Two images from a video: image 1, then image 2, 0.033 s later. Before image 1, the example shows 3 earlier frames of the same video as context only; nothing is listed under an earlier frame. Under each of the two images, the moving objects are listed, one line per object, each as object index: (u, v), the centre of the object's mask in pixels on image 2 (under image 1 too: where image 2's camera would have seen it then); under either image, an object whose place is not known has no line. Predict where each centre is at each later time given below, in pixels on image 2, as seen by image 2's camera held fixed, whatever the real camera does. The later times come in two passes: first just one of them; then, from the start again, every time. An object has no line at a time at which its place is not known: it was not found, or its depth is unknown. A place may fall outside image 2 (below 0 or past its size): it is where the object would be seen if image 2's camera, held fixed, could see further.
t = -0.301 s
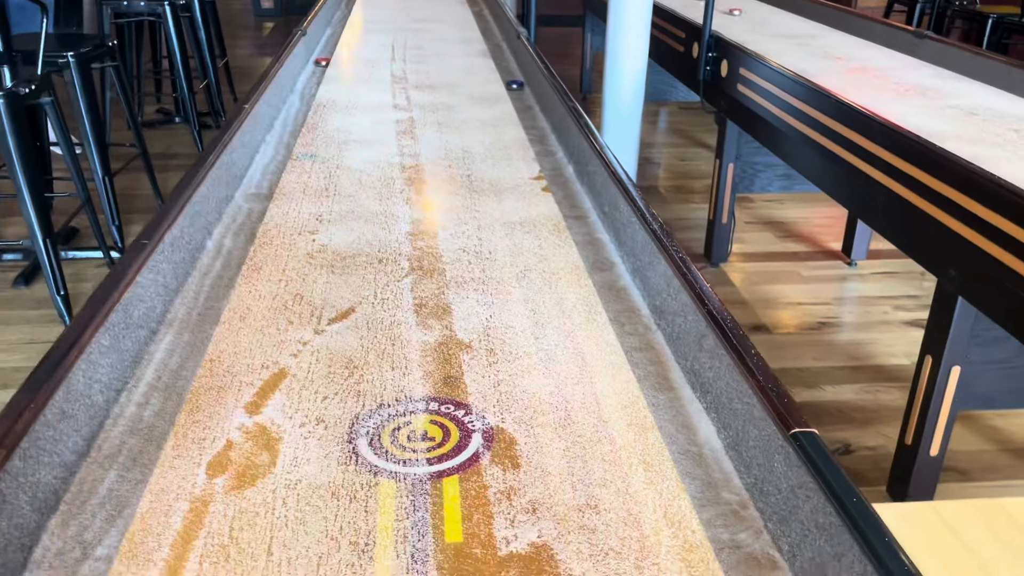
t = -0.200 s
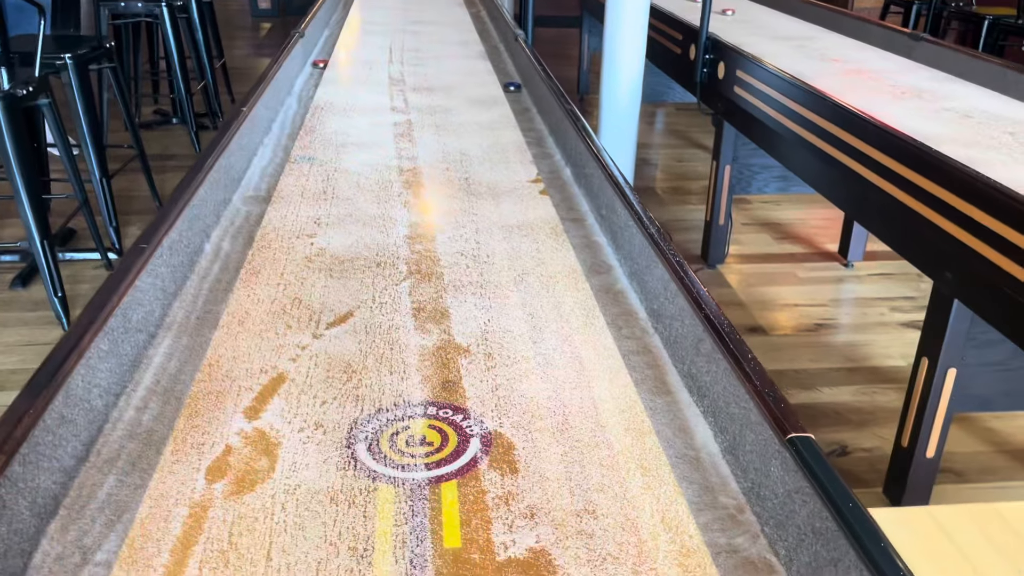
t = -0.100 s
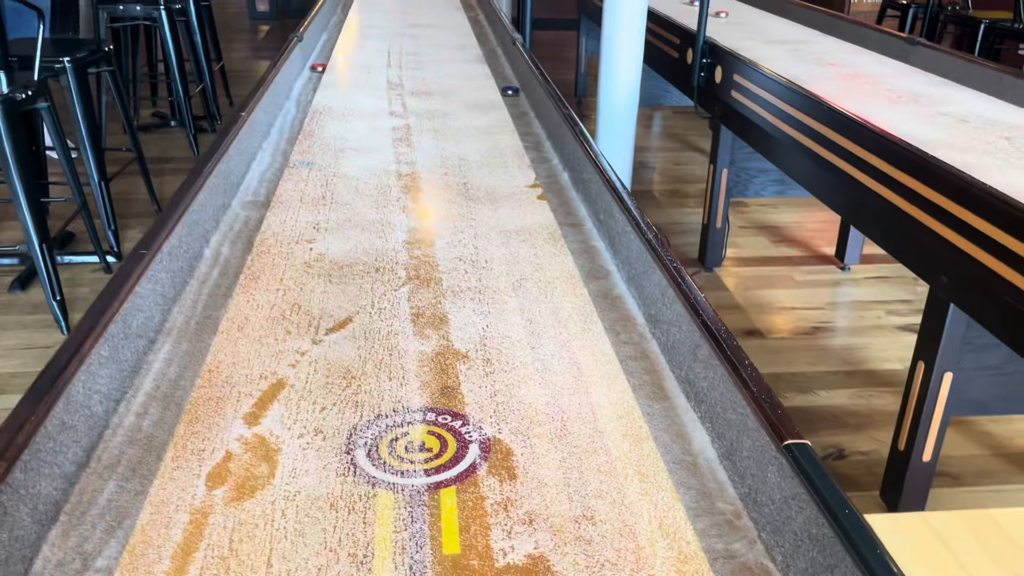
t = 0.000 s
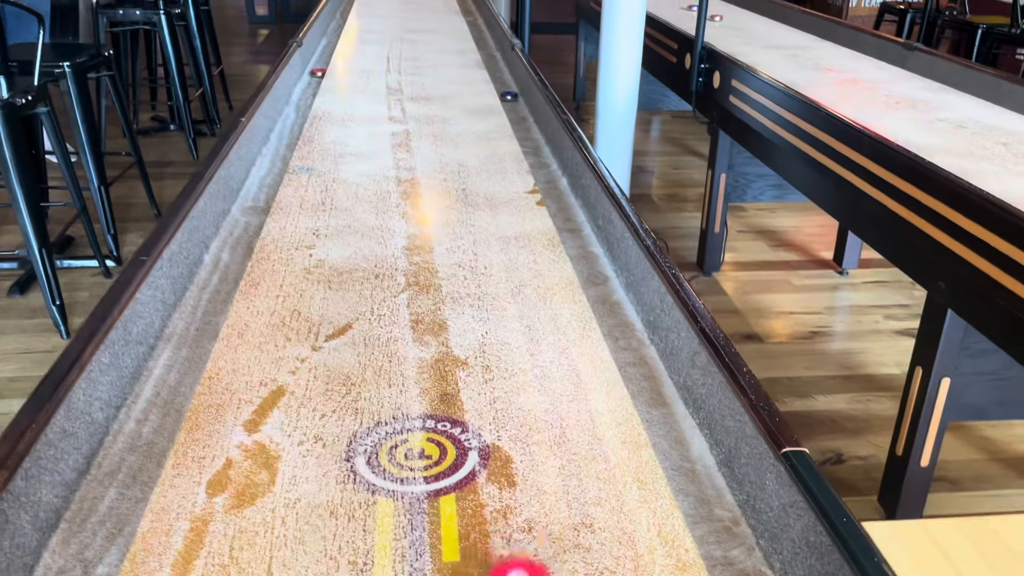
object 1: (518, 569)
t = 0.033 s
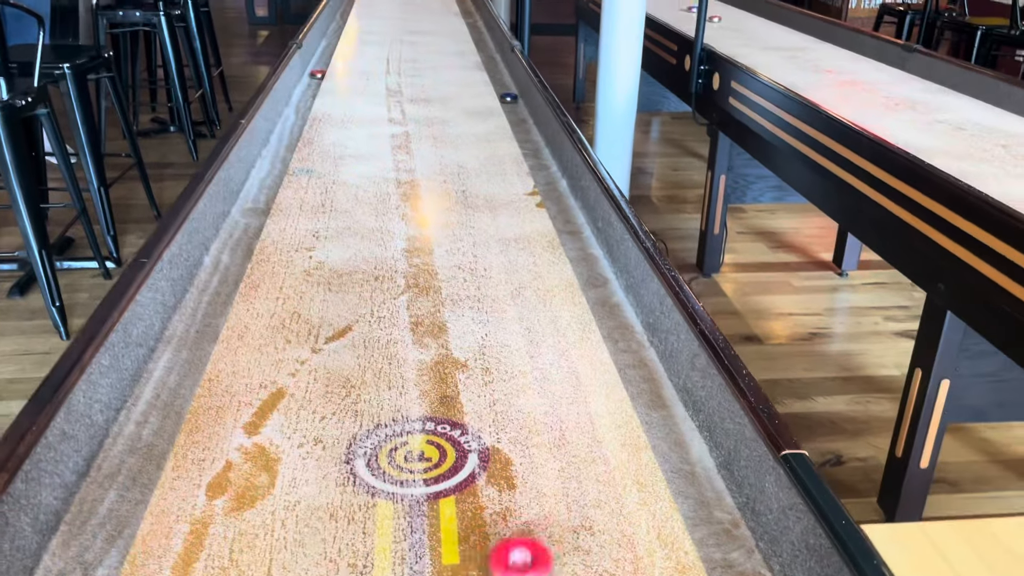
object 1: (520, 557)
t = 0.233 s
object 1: (532, 444)
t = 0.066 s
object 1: (523, 543)
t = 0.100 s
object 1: (525, 519)
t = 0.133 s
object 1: (528, 497)
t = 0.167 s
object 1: (529, 478)
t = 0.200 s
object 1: (531, 460)
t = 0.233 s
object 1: (532, 444)
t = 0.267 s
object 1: (533, 427)
